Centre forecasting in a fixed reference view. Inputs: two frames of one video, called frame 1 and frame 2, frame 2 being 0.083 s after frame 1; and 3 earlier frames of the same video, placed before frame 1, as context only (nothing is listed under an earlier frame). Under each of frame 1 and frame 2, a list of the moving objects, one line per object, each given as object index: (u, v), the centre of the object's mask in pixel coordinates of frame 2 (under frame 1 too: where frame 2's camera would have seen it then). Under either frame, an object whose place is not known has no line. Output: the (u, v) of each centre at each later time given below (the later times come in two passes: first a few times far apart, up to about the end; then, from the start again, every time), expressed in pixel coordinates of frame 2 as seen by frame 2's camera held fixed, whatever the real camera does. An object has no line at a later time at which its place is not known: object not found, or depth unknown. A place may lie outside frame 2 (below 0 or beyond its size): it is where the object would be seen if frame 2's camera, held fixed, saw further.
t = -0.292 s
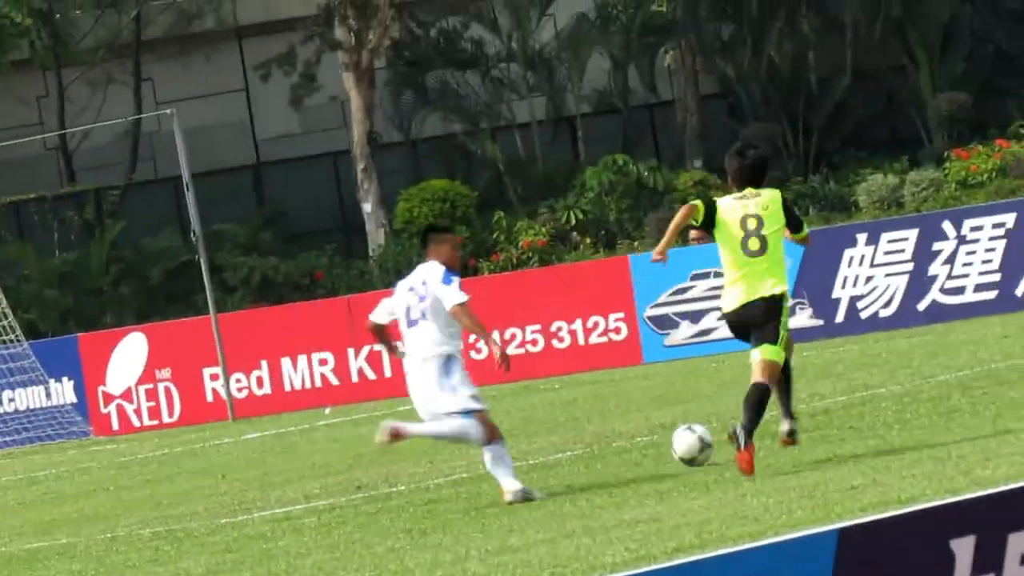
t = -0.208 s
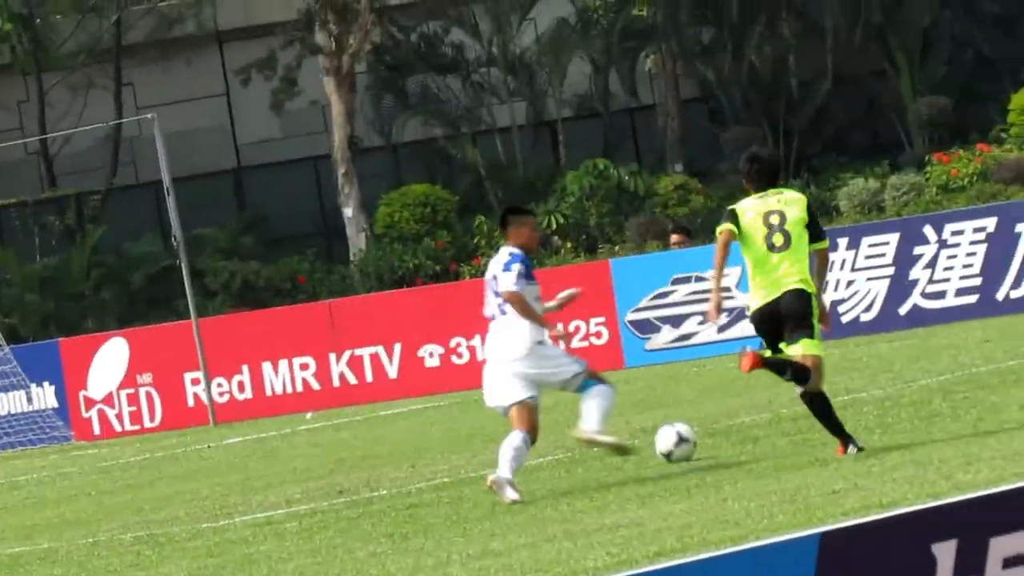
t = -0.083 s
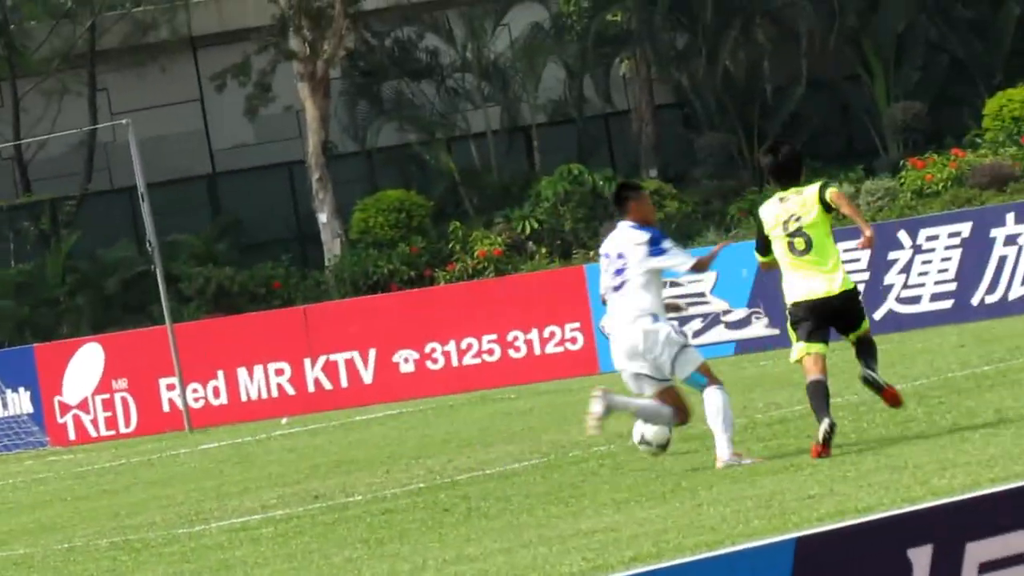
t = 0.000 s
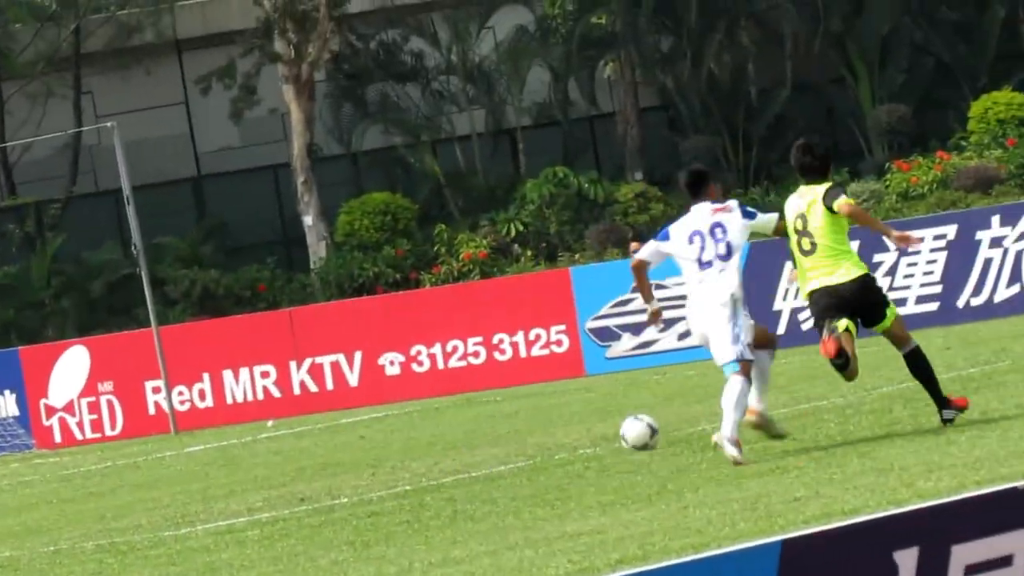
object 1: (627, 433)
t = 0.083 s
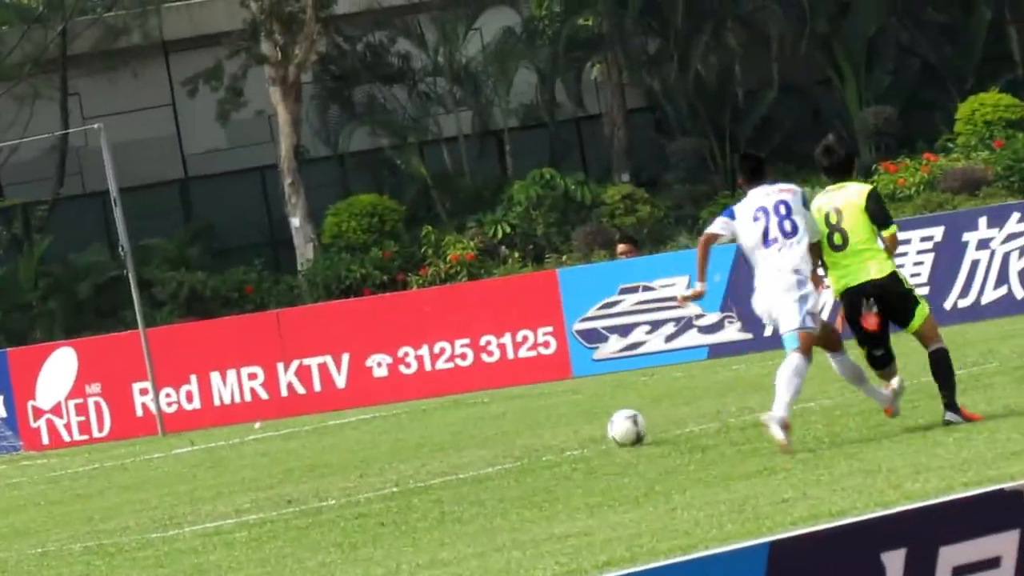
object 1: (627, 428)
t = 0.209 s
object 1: (628, 421)
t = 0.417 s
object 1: (627, 413)
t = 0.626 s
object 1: (630, 408)
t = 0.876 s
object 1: (632, 406)
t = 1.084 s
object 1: (632, 399)
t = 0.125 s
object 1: (627, 427)
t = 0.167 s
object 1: (627, 424)
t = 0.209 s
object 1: (628, 421)
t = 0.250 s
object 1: (628, 420)
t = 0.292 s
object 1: (628, 420)
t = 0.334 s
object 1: (628, 416)
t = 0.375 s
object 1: (627, 413)
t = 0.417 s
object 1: (627, 413)
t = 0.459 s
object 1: (628, 414)
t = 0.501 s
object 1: (628, 413)
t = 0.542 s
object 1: (628, 408)
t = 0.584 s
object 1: (629, 407)
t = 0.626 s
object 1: (630, 408)
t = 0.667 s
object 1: (631, 409)
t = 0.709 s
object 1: (631, 404)
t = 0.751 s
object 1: (631, 401)
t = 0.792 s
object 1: (631, 401)
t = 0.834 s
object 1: (632, 404)
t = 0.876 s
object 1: (632, 406)
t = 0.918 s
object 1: (632, 402)
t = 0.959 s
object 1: (631, 401)
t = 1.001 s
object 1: (632, 401)
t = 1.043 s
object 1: (632, 403)
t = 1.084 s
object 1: (632, 399)
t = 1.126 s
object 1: (632, 397)
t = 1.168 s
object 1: (632, 398)
